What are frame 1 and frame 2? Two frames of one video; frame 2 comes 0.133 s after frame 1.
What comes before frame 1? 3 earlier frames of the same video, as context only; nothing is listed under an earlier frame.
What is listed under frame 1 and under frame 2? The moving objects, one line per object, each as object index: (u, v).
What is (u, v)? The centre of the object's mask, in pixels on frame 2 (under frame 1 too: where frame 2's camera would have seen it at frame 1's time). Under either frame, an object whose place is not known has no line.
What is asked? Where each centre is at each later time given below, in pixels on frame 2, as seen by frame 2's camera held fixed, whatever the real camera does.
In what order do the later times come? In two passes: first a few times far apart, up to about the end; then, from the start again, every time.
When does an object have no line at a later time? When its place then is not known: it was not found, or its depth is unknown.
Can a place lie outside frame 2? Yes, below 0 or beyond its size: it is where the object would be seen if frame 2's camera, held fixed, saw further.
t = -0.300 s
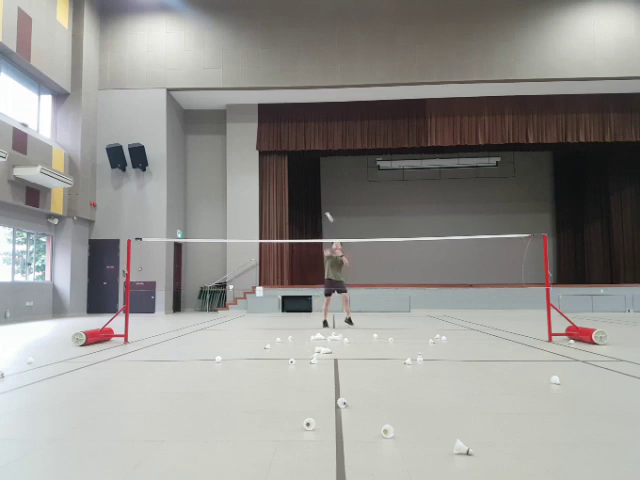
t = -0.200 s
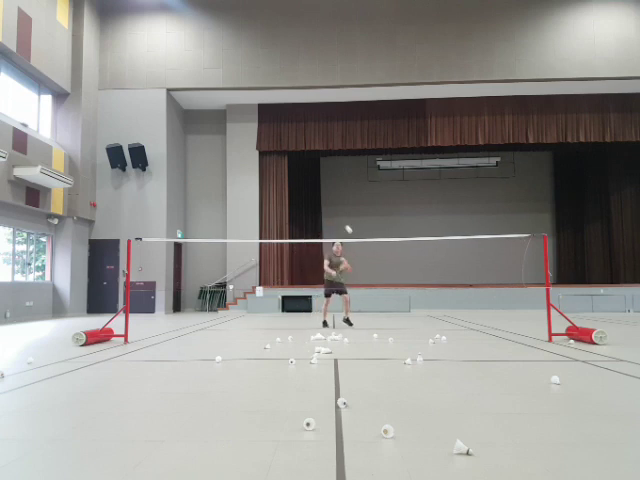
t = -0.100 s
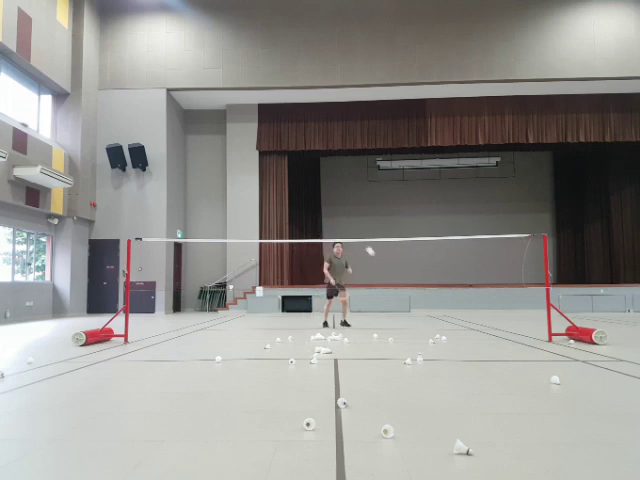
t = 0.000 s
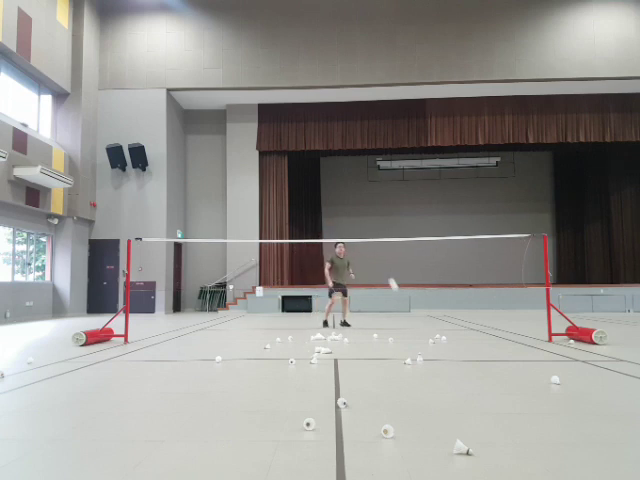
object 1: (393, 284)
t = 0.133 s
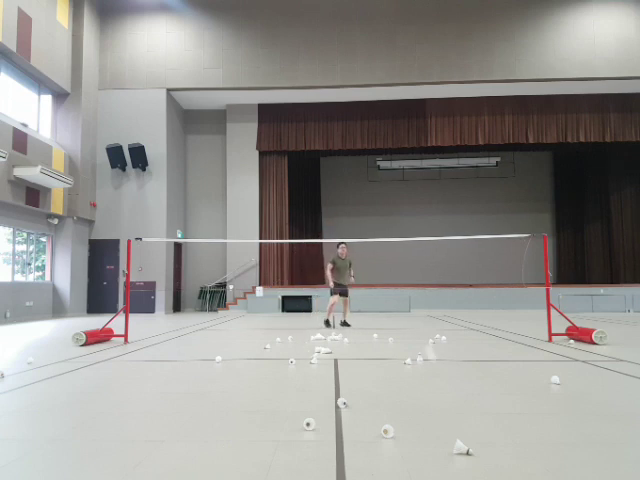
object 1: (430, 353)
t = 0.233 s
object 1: (448, 380)
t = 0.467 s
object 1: (481, 378)
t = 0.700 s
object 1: (512, 403)
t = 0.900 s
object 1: (530, 418)
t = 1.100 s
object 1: (539, 421)
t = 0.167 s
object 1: (441, 378)
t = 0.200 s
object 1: (446, 384)
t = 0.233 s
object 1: (448, 380)
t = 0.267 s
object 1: (453, 377)
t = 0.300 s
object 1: (458, 375)
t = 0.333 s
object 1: (463, 373)
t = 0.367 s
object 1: (467, 372)
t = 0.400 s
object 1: (471, 373)
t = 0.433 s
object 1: (475, 374)
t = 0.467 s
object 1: (481, 378)
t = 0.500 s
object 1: (486, 384)
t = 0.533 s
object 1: (491, 393)
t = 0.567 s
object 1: (497, 403)
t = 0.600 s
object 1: (504, 414)
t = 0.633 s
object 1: (507, 409)
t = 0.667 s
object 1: (510, 405)
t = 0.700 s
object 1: (512, 403)
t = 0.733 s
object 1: (515, 403)
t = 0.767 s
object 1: (518, 405)
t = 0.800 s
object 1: (522, 409)
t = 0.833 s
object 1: (525, 415)
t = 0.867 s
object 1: (527, 418)
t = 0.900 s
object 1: (530, 418)
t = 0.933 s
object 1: (531, 418)
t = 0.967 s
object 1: (533, 419)
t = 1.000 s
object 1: (535, 421)
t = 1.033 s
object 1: (536, 420)
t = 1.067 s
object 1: (538, 421)
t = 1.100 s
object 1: (539, 421)
